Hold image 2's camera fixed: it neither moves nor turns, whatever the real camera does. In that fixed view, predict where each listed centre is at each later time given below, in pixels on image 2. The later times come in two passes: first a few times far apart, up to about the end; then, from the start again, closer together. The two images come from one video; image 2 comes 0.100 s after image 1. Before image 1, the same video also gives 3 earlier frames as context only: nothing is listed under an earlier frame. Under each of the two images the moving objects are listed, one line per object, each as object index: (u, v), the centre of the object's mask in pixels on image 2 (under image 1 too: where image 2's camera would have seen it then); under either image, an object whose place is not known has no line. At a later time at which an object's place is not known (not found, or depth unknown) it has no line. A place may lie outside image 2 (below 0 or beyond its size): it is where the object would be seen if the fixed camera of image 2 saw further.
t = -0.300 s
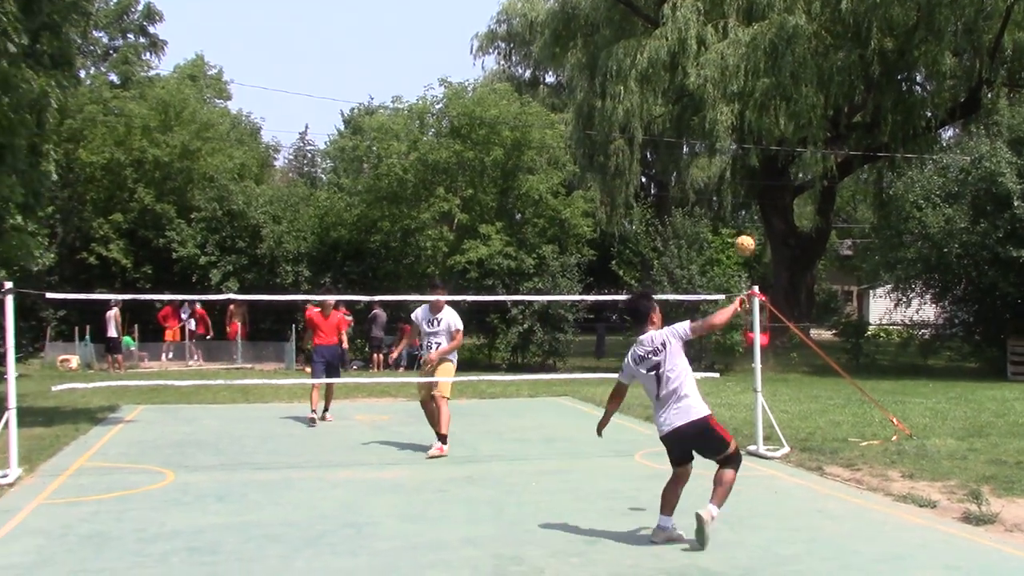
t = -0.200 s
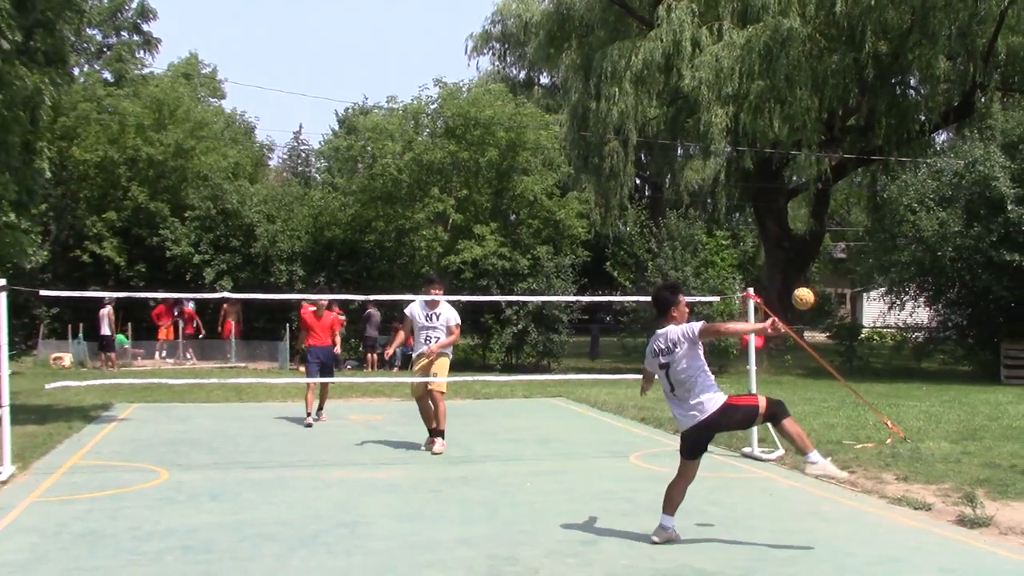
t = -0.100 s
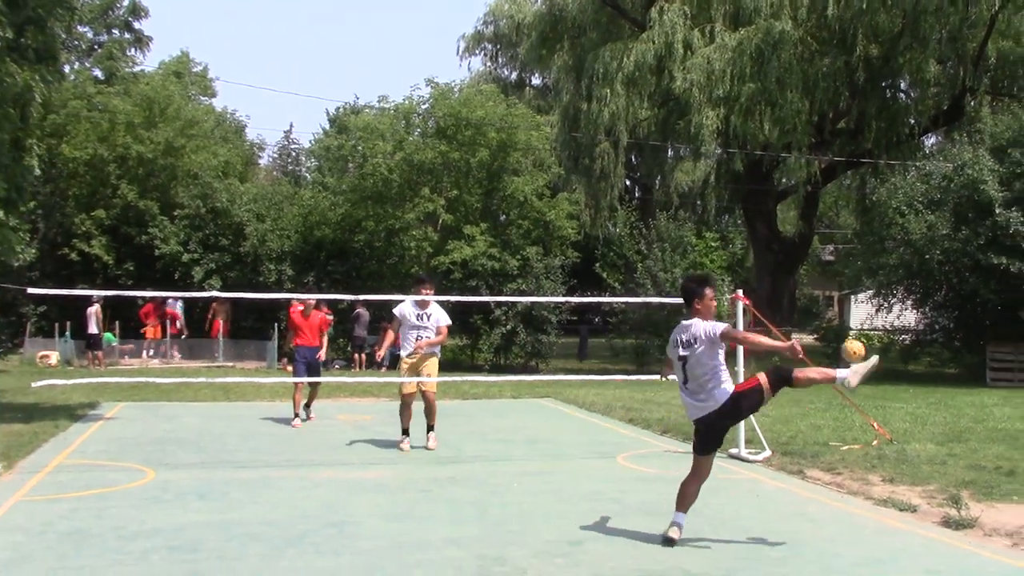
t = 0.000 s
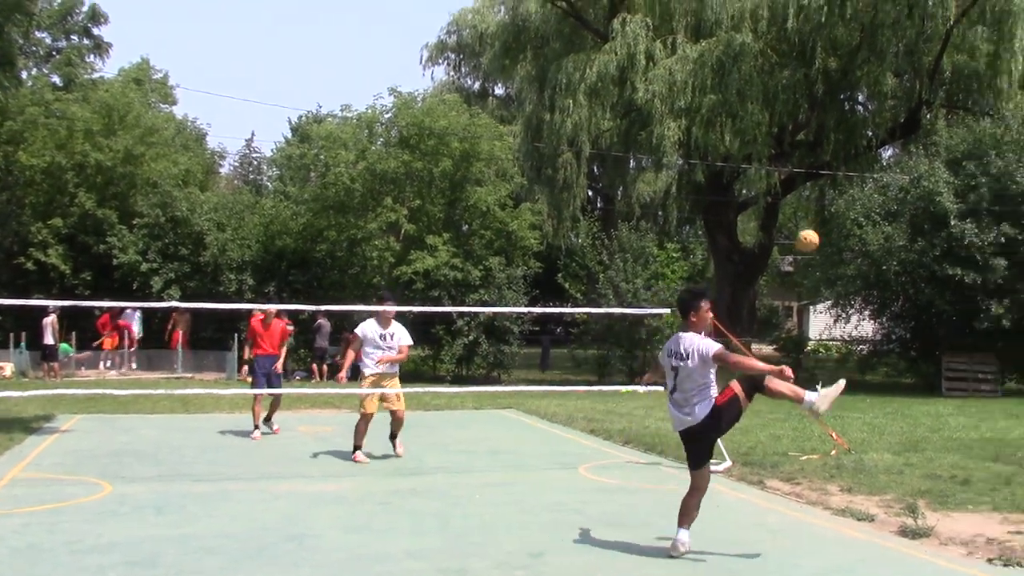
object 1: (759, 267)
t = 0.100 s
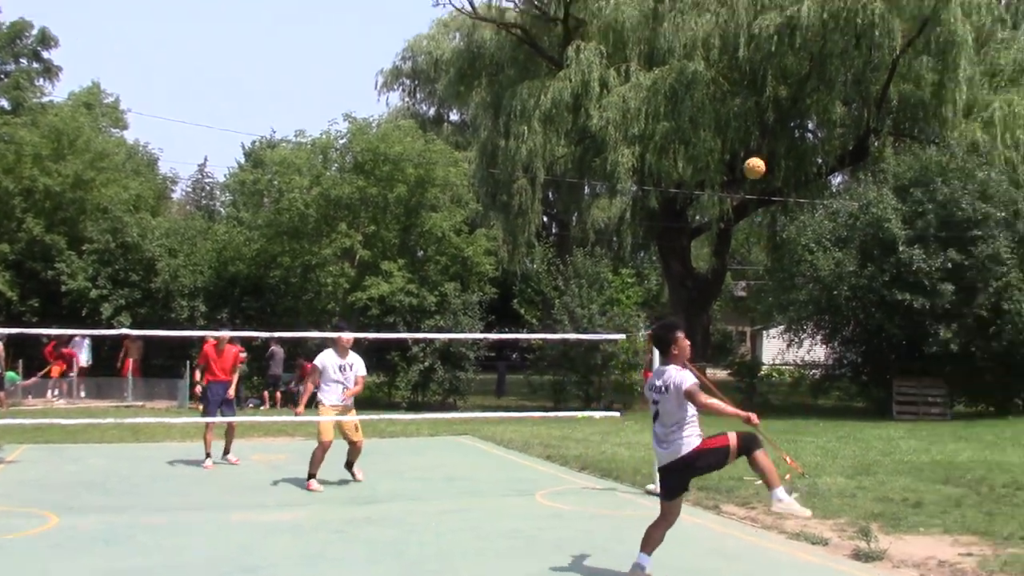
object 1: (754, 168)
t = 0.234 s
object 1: (746, 68)
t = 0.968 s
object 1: (690, 6)
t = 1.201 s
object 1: (671, 133)
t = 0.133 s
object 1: (752, 140)
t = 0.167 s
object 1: (750, 114)
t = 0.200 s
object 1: (748, 90)
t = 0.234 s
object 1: (746, 68)
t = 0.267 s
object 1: (744, 47)
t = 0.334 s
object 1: (739, 12)
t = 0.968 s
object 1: (690, 6)
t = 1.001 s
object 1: (688, 20)
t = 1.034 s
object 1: (685, 36)
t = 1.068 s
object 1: (682, 53)
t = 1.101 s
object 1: (680, 71)
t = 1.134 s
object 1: (676, 91)
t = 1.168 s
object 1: (674, 112)
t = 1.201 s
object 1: (671, 133)
